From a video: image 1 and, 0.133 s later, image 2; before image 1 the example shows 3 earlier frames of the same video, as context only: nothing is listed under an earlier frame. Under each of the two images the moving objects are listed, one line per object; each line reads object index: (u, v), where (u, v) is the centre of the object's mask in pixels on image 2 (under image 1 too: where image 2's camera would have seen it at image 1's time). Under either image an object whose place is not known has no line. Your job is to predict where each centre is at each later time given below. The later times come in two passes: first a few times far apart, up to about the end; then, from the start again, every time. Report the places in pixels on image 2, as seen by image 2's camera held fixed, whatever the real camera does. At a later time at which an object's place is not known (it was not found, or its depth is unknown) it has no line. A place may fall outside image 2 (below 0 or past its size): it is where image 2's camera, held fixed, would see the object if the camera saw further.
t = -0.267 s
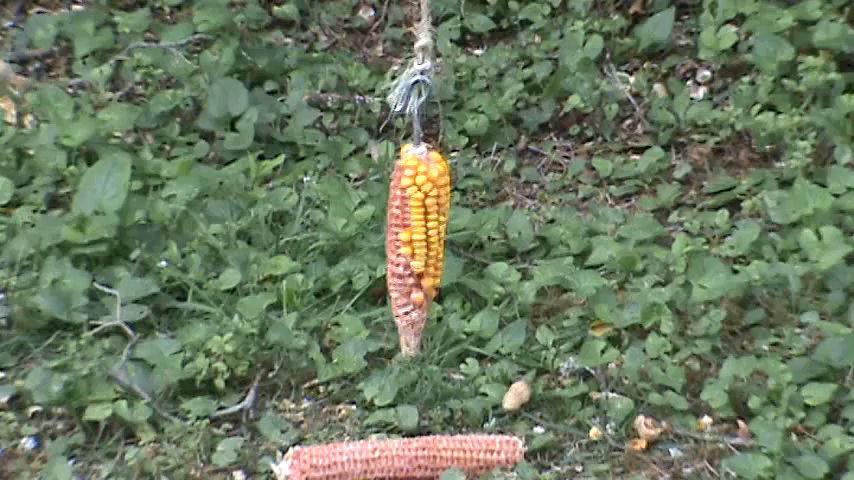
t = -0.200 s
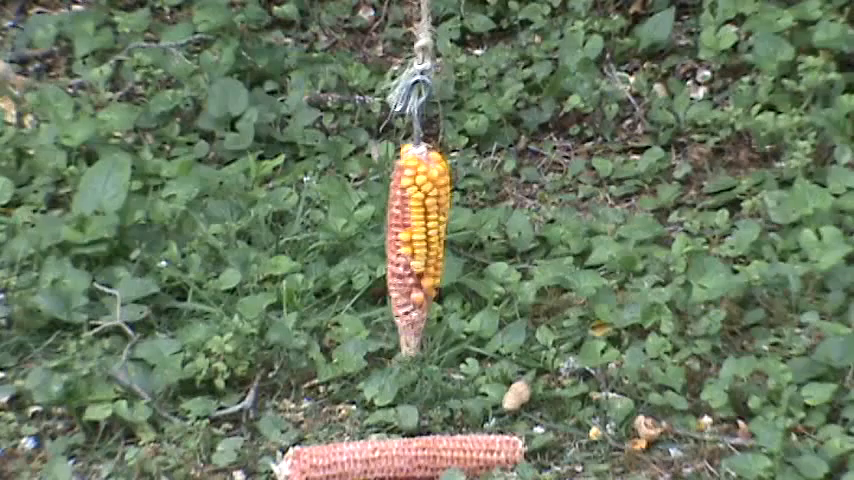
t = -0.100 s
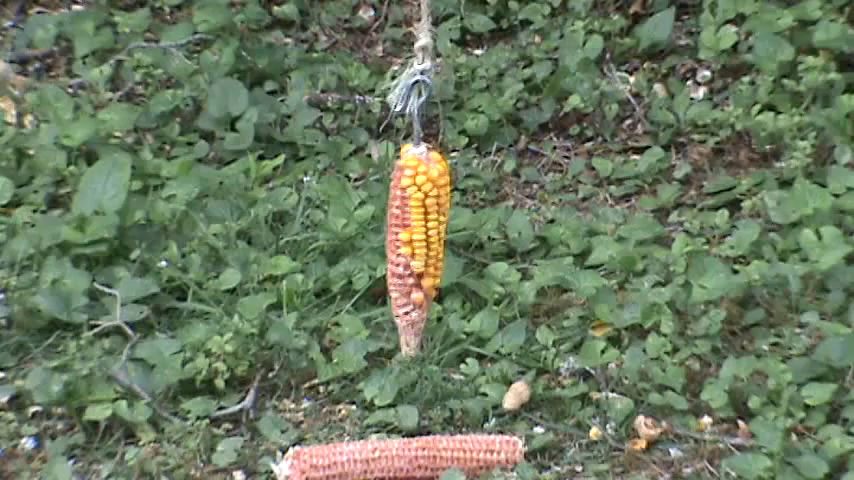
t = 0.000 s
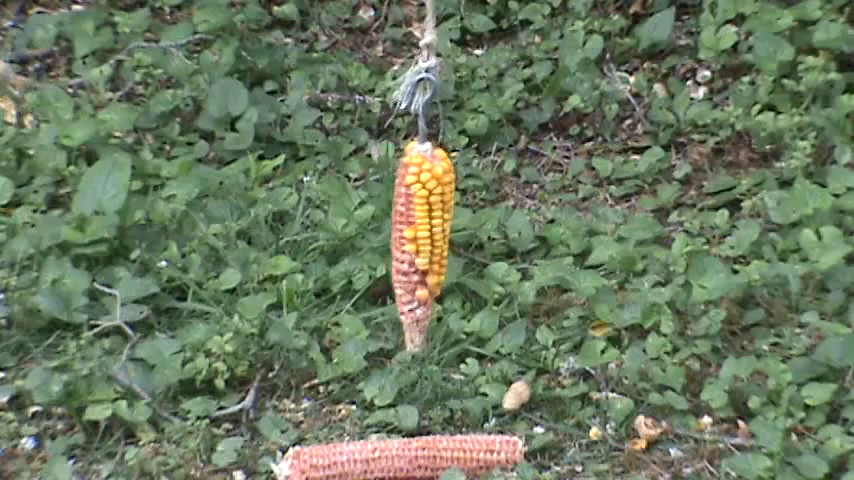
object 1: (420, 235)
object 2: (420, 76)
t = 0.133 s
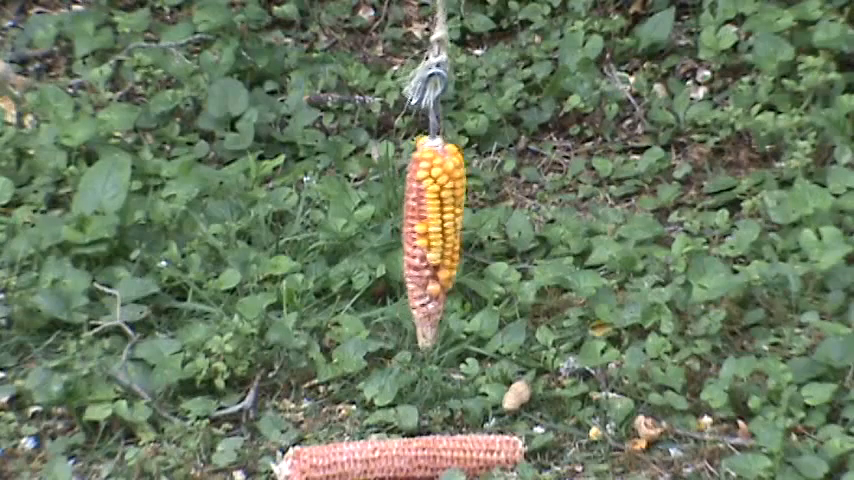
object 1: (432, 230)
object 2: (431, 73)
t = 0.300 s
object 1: (447, 224)
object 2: (446, 69)
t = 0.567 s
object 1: (472, 222)
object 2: (468, 65)
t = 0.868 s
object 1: (489, 225)
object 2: (485, 68)
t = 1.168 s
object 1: (491, 235)
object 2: (489, 74)
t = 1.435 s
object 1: (483, 246)
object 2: (480, 82)
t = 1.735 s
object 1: (464, 254)
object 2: (462, 87)
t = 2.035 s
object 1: (444, 256)
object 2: (443, 89)
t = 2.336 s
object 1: (431, 252)
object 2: (432, 87)
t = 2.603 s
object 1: (430, 245)
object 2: (430, 83)
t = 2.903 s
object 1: (441, 233)
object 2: (439, 74)
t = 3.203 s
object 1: (460, 224)
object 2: (459, 65)
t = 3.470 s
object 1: (481, 218)
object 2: (478, 63)
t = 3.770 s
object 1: (500, 218)
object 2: (496, 64)
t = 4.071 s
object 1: (507, 224)
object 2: (503, 68)
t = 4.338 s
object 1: (502, 234)
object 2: (499, 74)
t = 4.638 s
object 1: (485, 244)
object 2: (483, 81)
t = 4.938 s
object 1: (464, 249)
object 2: (462, 84)
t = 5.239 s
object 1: (447, 249)
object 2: (447, 84)
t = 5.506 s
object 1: (443, 243)
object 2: (443, 78)
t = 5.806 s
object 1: (451, 233)
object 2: (448, 77)
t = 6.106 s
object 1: (471, 225)
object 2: (468, 69)
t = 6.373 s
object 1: (493, 220)
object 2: (490, 63)
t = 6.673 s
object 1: (515, 220)
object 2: (511, 64)
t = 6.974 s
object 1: (528, 226)
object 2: (522, 69)
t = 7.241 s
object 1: (526, 235)
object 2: (522, 75)
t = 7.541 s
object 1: (514, 245)
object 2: (512, 83)
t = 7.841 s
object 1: (494, 248)
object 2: (492, 84)
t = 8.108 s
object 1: (477, 247)
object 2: (475, 84)
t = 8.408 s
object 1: (464, 240)
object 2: (463, 78)
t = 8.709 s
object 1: (466, 230)
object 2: (464, 72)
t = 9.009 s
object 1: (483, 219)
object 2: (481, 64)
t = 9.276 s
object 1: (509, 214)
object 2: (506, 60)
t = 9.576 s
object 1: (541, 214)
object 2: (537, 60)
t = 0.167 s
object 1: (435, 229)
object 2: (434, 73)
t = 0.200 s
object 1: (438, 228)
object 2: (437, 69)
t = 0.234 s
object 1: (441, 227)
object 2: (440, 69)
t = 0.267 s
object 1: (444, 225)
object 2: (443, 67)
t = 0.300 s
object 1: (447, 224)
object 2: (446, 69)
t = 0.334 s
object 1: (451, 224)
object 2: (448, 68)
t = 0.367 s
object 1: (454, 223)
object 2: (451, 67)
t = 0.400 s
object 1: (457, 223)
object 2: (454, 67)
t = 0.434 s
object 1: (460, 223)
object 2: (457, 65)
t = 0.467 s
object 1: (463, 223)
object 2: (460, 64)
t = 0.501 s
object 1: (466, 222)
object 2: (463, 65)
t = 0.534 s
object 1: (469, 221)
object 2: (465, 66)
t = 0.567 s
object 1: (472, 222)
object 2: (468, 65)
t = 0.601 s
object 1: (474, 221)
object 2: (470, 67)
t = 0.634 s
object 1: (477, 221)
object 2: (472, 66)
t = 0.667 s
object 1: (479, 221)
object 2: (475, 66)
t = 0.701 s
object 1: (481, 222)
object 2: (477, 66)
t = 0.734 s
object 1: (483, 222)
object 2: (478, 67)
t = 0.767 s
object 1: (484, 222)
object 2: (481, 66)
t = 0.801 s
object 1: (486, 223)
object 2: (482, 67)
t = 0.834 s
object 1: (488, 224)
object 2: (483, 67)
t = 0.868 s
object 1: (489, 225)
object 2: (485, 68)
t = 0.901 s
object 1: (490, 226)
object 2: (486, 68)
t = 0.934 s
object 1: (491, 227)
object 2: (487, 68)
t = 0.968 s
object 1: (491, 228)
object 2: (488, 70)
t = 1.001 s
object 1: (492, 229)
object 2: (488, 70)
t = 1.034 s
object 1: (492, 230)
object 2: (489, 71)
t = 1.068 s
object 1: (492, 231)
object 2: (489, 72)
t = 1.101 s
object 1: (492, 232)
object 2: (489, 73)
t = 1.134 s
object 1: (492, 233)
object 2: (489, 74)
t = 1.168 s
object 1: (491, 235)
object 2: (489, 74)
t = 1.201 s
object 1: (491, 236)
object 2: (488, 75)
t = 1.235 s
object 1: (490, 238)
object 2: (488, 76)
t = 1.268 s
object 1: (489, 239)
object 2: (487, 77)
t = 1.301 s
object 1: (488, 241)
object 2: (486, 78)
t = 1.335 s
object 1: (487, 242)
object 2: (484, 79)
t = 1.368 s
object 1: (486, 243)
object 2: (483, 79)
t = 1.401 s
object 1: (484, 244)
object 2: (481, 80)
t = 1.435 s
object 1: (483, 246)
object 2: (480, 82)
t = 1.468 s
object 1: (481, 247)
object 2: (478, 82)
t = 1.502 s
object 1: (479, 248)
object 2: (477, 84)
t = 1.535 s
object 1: (477, 248)
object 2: (474, 84)
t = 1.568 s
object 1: (475, 249)
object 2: (472, 85)
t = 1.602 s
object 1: (473, 250)
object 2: (470, 86)
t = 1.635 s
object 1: (471, 251)
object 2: (468, 86)
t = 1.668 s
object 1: (469, 252)
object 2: (465, 88)
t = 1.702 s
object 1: (466, 253)
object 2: (463, 87)
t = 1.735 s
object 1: (464, 254)
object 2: (462, 87)
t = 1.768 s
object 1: (462, 255)
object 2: (459, 89)
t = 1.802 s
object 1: (459, 255)
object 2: (457, 89)
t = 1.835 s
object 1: (457, 256)
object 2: (455, 89)
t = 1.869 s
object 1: (455, 256)
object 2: (452, 90)
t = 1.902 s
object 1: (452, 256)
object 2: (450, 91)
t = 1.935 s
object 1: (450, 256)
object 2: (448, 89)
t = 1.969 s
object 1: (448, 257)
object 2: (447, 88)
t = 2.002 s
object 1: (446, 256)
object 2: (445, 88)
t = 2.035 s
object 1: (444, 256)
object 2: (443, 89)
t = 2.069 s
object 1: (442, 256)
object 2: (441, 89)
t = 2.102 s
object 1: (440, 256)
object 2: (440, 89)
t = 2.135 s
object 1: (439, 255)
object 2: (438, 89)
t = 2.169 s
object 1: (437, 255)
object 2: (436, 88)
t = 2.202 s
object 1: (435, 254)
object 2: (435, 88)
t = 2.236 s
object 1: (434, 254)
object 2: (434, 88)
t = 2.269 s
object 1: (433, 254)
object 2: (433, 87)
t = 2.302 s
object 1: (432, 253)
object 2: (433, 87)
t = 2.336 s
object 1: (431, 252)
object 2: (432, 87)
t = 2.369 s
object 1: (431, 251)
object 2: (432, 86)
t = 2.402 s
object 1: (430, 251)
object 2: (431, 86)
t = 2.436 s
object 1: (430, 250)
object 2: (430, 84)
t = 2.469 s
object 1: (429, 249)
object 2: (430, 85)
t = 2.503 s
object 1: (429, 248)
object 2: (429, 83)
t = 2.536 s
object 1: (430, 247)
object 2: (430, 84)
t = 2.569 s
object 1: (430, 246)
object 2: (430, 84)
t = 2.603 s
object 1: (430, 245)
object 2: (430, 83)
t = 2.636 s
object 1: (431, 244)
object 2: (431, 82)
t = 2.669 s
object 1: (432, 243)
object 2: (431, 82)
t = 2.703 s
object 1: (432, 241)
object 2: (432, 81)
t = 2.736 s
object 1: (433, 240)
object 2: (433, 80)
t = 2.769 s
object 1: (435, 238)
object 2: (434, 79)
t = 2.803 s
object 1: (436, 237)
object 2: (435, 79)
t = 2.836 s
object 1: (437, 236)
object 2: (436, 77)
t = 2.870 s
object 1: (439, 234)
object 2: (437, 76)
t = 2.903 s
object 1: (441, 233)
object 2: (439, 74)
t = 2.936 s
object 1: (443, 232)
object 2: (441, 73)
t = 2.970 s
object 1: (444, 230)
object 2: (443, 72)
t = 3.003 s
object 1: (446, 230)
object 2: (445, 72)
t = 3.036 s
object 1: (449, 229)
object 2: (446, 72)
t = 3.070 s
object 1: (451, 227)
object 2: (449, 70)
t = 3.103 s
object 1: (453, 226)
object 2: (451, 69)
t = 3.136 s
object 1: (456, 225)
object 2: (453, 68)
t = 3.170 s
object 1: (458, 224)
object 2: (456, 67)
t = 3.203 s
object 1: (460, 224)
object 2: (459, 65)
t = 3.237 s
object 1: (463, 223)
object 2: (461, 64)
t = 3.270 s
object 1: (466, 222)
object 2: (463, 65)
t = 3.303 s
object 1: (468, 221)
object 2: (466, 65)
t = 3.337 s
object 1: (471, 220)
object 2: (469, 64)
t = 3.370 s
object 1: (473, 220)
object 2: (471, 65)
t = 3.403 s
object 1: (476, 219)
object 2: (473, 63)
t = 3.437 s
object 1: (478, 218)
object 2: (476, 63)
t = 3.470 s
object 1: (481, 218)
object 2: (478, 63)
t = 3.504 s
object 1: (484, 218)
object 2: (480, 63)
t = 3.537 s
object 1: (486, 218)
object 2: (483, 63)
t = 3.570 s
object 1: (488, 218)
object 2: (485, 63)
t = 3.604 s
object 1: (490, 218)
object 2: (487, 62)
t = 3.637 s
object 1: (493, 218)
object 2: (488, 63)
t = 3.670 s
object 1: (495, 218)
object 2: (491, 63)
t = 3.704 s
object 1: (497, 218)
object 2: (492, 64)
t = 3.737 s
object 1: (498, 218)
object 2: (494, 64)
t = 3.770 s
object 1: (500, 218)
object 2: (496, 64)
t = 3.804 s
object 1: (502, 219)
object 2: (497, 65)
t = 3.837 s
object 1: (503, 219)
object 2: (499, 65)
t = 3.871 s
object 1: (504, 220)
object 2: (500, 65)
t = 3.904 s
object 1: (505, 221)
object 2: (501, 65)
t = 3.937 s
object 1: (506, 221)
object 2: (502, 66)
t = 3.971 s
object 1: (506, 221)
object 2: (503, 66)
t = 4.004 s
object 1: (507, 223)
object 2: (503, 66)
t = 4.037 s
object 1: (507, 224)
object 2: (503, 67)
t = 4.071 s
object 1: (507, 224)
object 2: (503, 68)
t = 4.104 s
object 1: (507, 225)
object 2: (503, 68)
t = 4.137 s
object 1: (507, 226)
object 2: (503, 69)
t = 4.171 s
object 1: (507, 227)
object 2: (503, 69)
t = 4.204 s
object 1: (506, 229)
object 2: (503, 70)
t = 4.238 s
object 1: (505, 230)
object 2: (502, 71)
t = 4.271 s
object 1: (504, 231)
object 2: (502, 71)
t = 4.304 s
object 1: (503, 232)
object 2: (500, 73)
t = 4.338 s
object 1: (502, 234)
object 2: (499, 74)
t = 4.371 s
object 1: (501, 235)
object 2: (498, 75)
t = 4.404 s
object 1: (499, 236)
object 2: (496, 75)
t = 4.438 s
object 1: (497, 237)
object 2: (495, 76)
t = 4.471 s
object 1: (496, 239)
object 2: (493, 77)
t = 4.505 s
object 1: (494, 240)
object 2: (491, 78)
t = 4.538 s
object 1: (492, 242)
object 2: (489, 79)
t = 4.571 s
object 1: (490, 243)
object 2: (487, 80)
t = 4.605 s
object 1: (488, 244)
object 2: (485, 81)
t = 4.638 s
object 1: (485, 244)
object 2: (483, 81)
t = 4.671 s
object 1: (483, 246)
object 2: (481, 81)
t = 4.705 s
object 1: (481, 247)
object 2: (479, 81)
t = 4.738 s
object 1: (478, 247)
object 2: (476, 83)
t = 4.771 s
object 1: (476, 247)
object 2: (473, 83)
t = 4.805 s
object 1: (473, 248)
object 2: (471, 84)
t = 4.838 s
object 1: (471, 248)
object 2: (469, 84)
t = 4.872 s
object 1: (468, 249)
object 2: (466, 85)
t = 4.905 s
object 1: (466, 249)
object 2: (464, 85)
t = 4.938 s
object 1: (464, 249)
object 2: (462, 84)
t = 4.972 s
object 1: (462, 250)
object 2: (460, 85)
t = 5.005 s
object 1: (459, 251)
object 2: (458, 84)
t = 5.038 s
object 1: (458, 251)
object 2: (456, 86)
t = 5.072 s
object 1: (455, 251)
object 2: (454, 85)
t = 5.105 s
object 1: (454, 251)
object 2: (452, 87)
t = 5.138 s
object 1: (452, 251)
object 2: (450, 88)
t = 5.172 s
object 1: (450, 250)
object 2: (449, 85)
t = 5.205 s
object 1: (449, 250)
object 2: (448, 84)
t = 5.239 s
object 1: (447, 249)
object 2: (447, 84)
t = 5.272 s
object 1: (446, 248)
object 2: (446, 83)
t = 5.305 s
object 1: (445, 248)
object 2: (445, 82)
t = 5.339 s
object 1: (444, 247)
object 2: (445, 82)
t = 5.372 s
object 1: (444, 247)
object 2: (444, 81)
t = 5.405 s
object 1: (443, 246)
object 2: (444, 81)
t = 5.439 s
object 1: (443, 245)
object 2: (444, 80)
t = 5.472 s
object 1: (443, 244)
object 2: (443, 79)
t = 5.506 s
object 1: (443, 243)
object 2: (443, 78)
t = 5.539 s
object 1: (443, 243)
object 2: (443, 78)
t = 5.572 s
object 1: (443, 242)
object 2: (443, 77)
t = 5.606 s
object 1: (444, 240)
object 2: (444, 77)
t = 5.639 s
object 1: (445, 239)
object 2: (444, 77)
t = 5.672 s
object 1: (445, 238)
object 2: (445, 77)
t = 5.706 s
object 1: (447, 237)
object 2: (446, 76)
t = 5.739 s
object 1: (448, 236)
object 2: (447, 76)
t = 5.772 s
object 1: (449, 234)
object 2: (448, 77)
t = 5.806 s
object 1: (451, 233)
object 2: (448, 77)
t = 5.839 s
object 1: (453, 232)
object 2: (450, 77)
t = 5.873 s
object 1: (455, 231)
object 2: (453, 74)
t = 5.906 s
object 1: (457, 230)
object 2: (454, 73)
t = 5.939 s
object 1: (459, 229)
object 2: (456, 71)
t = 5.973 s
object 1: (461, 228)
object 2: (458, 69)
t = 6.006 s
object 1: (463, 226)
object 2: (460, 69)
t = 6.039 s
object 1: (466, 226)
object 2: (463, 69)
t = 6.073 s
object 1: (468, 225)
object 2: (465, 69)
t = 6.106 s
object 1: (471, 225)
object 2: (468, 69)
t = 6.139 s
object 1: (473, 224)
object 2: (470, 69)
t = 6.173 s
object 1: (476, 223)
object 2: (473, 67)
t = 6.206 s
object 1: (478, 222)
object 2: (476, 66)
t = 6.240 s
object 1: (481, 221)
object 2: (478, 67)
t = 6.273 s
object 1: (484, 220)
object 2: (481, 66)
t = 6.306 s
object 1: (487, 221)
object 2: (484, 65)
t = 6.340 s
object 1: (490, 221)
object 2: (487, 64)
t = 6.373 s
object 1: (493, 220)
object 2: (490, 63)
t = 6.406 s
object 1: (495, 220)
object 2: (493, 65)
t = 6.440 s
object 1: (498, 219)
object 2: (495, 65)
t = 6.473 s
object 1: (501, 219)
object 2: (498, 64)
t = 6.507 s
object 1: (503, 218)
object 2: (501, 63)
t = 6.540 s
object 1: (506, 219)
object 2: (502, 64)
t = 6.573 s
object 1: (508, 219)
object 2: (505, 64)
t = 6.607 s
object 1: (511, 219)
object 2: (507, 64)
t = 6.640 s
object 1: (513, 220)
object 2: (509, 63)
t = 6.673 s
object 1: (515, 220)
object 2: (511, 64)
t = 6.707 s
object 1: (517, 220)
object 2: (513, 64)
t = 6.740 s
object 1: (519, 221)
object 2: (514, 65)
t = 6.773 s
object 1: (521, 221)
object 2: (517, 65)
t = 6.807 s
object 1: (522, 222)
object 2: (518, 66)
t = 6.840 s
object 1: (523, 223)
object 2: (519, 67)
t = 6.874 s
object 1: (525, 223)
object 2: (520, 67)
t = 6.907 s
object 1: (526, 224)
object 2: (522, 68)
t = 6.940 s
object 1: (527, 225)
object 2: (522, 68)
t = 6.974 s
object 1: (528, 226)
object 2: (522, 69)
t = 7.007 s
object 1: (528, 227)
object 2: (523, 70)
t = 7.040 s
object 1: (528, 228)
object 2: (523, 70)
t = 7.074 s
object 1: (529, 229)
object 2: (524, 71)
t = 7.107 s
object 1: (528, 230)
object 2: (523, 72)
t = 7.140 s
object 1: (528, 231)
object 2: (524, 73)
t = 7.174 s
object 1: (528, 233)
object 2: (523, 74)
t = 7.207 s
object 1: (527, 234)
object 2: (523, 75)
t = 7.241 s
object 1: (526, 235)
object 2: (522, 75)
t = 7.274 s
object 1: (526, 236)
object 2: (522, 75)
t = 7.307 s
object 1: (525, 237)
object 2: (520, 77)
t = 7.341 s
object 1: (523, 238)
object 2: (520, 77)
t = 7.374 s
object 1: (522, 240)
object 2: (519, 78)
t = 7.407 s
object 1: (521, 241)
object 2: (517, 79)
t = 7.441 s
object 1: (519, 242)
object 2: (516, 80)
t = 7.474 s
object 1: (517, 242)
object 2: (514, 81)
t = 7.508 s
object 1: (516, 244)
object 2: (513, 82)
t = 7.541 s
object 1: (514, 245)
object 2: (512, 83)
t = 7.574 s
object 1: (512, 245)
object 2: (510, 83)
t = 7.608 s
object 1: (510, 246)
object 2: (508, 84)
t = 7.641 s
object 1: (508, 246)
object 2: (506, 83)
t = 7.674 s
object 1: (506, 247)
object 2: (504, 82)
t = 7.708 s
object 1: (503, 247)
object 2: (501, 83)
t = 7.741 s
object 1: (501, 247)
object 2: (499, 84)
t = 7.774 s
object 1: (499, 247)
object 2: (497, 85)
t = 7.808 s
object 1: (496, 248)
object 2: (495, 85)
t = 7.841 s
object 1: (494, 248)
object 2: (492, 84)
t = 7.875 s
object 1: (492, 249)
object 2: (490, 84)
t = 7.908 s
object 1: (490, 249)
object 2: (488, 84)
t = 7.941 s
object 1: (487, 248)
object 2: (486, 85)
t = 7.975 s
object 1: (485, 248)
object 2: (483, 85)
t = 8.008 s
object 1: (483, 248)
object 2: (481, 84)
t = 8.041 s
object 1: (481, 248)
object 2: (479, 84)
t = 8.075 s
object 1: (479, 248)
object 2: (477, 84)
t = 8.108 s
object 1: (477, 247)
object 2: (475, 84)
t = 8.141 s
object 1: (475, 247)
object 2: (473, 83)
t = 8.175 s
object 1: (473, 246)
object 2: (471, 83)
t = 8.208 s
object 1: (471, 246)
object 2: (469, 83)
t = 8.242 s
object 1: (470, 245)
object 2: (468, 82)
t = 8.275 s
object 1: (468, 244)
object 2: (467, 82)
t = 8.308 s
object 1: (467, 243)
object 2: (466, 80)
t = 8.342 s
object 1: (466, 242)
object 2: (465, 80)
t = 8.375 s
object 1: (465, 241)
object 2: (464, 79)
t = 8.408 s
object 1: (464, 240)
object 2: (463, 78)
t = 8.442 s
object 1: (463, 239)
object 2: (462, 77)
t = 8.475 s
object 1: (463, 238)
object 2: (462, 76)
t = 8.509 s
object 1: (463, 237)
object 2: (462, 76)
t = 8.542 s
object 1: (463, 236)
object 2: (462, 75)
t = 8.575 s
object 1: (463, 235)
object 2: (462, 74)
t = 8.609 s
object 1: (463, 234)
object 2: (463, 72)
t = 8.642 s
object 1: (464, 233)
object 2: (462, 72)
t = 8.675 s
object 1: (465, 231)
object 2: (463, 71)
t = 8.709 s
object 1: (466, 230)
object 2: (464, 72)
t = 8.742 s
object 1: (467, 228)
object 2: (465, 71)
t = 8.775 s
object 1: (468, 227)
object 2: (467, 69)
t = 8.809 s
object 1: (470, 226)
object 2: (468, 69)
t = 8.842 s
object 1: (472, 225)
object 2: (469, 69)
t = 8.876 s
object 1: (474, 223)
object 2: (471, 68)
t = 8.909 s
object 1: (476, 222)
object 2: (473, 66)
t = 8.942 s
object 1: (478, 221)
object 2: (476, 66)
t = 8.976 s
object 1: (481, 220)
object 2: (479, 66)
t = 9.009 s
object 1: (483, 219)
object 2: (481, 64)
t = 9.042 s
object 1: (486, 218)
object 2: (484, 63)
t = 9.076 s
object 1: (489, 218)
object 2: (486, 63)
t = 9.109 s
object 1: (493, 217)
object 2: (489, 62)
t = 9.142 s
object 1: (496, 216)
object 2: (492, 63)
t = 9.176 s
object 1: (499, 215)
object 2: (495, 62)
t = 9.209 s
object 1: (502, 215)
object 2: (499, 61)
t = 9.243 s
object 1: (506, 214)
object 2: (502, 62)
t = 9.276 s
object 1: (509, 214)
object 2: (506, 60)
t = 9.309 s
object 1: (513, 214)
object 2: (509, 60)
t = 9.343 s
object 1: (516, 214)
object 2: (512, 61)
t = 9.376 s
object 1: (520, 214)
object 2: (516, 61)
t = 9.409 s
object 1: (524, 214)
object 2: (520, 60)
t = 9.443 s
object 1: (527, 214)
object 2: (524, 59)
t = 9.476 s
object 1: (531, 214)
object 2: (527, 59)
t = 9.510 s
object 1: (534, 214)
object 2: (530, 60)
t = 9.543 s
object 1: (538, 214)
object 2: (534, 60)
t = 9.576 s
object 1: (541, 214)
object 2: (537, 60)
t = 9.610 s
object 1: (545, 215)
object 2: (541, 60)
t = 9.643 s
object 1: (548, 215)
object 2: (544, 60)
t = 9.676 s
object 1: (550, 215)
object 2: (546, 61)
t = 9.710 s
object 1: (554, 216)
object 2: (549, 61)
